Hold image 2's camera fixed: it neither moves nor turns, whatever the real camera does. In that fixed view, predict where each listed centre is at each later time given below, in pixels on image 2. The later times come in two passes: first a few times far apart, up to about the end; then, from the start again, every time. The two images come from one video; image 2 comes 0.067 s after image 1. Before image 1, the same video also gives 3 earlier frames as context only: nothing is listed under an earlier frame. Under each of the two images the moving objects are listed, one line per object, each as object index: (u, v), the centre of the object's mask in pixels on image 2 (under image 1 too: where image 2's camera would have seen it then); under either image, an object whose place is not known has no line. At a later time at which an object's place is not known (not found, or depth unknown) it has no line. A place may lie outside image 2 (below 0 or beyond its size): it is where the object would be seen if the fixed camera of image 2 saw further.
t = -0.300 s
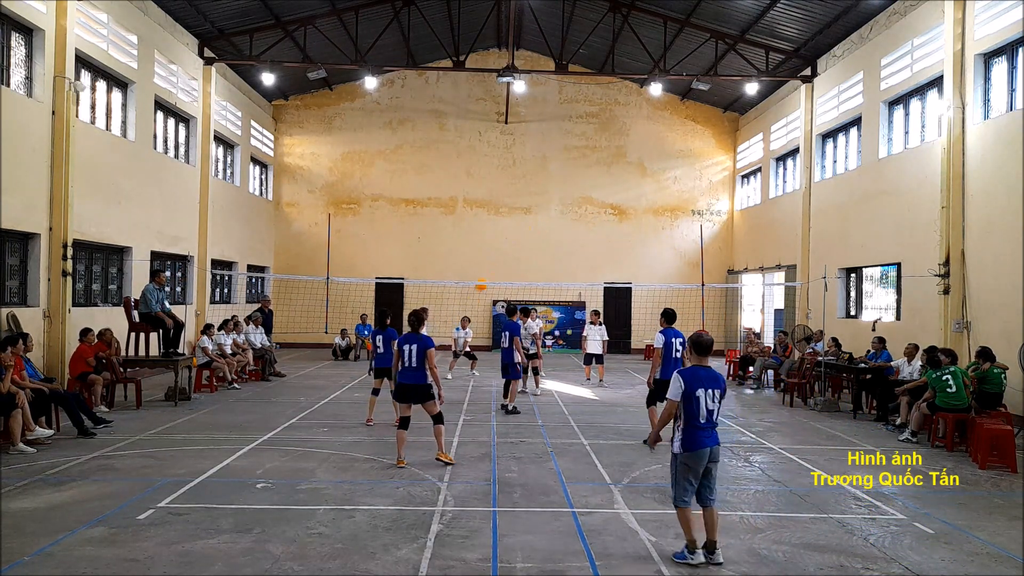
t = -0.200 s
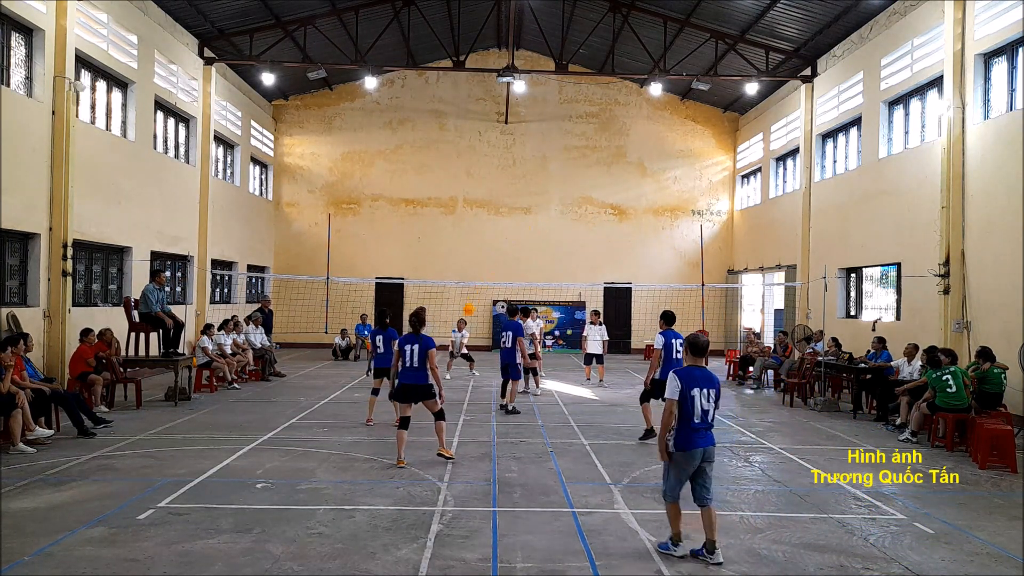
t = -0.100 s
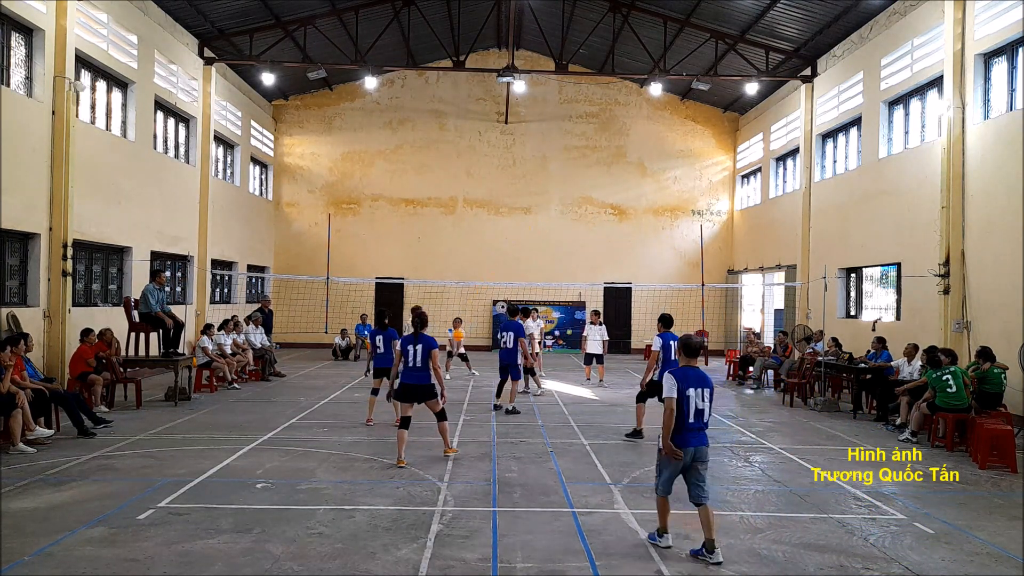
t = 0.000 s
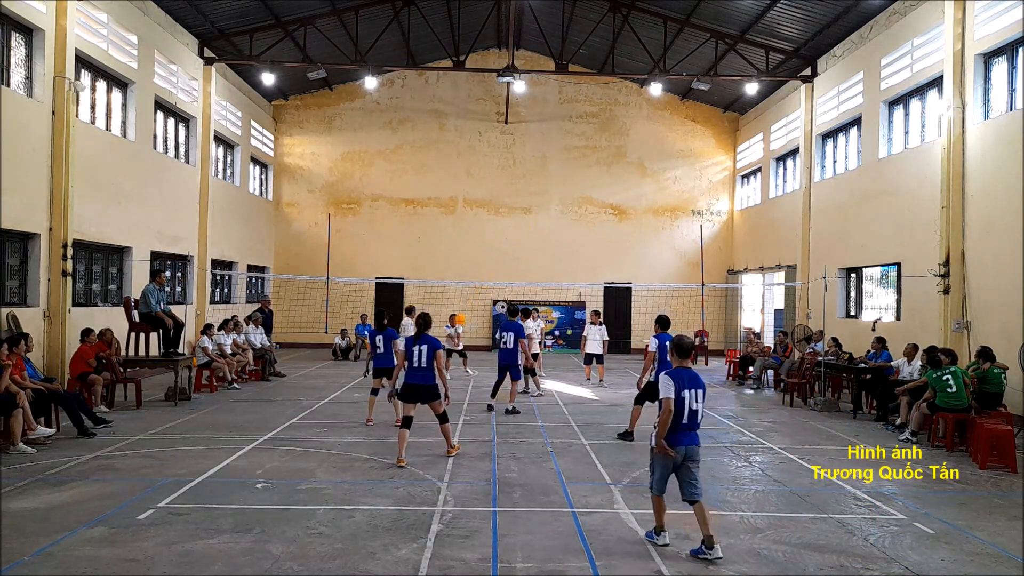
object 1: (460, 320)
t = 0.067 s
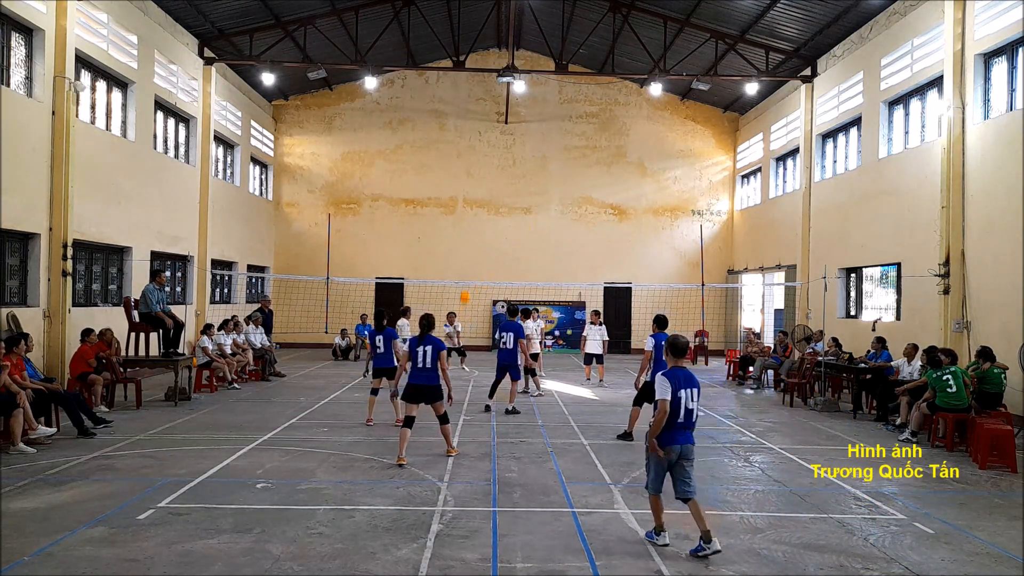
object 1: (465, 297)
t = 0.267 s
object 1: (478, 237)
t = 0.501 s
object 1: (495, 190)
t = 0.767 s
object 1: (515, 170)
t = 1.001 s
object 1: (535, 194)
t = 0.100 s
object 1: (467, 288)
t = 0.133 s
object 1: (469, 276)
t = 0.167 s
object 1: (471, 265)
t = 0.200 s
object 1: (473, 255)
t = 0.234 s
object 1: (476, 246)
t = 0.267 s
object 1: (478, 237)
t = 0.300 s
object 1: (480, 228)
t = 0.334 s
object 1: (482, 221)
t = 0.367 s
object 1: (485, 213)
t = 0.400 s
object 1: (487, 207)
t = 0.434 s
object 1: (490, 200)
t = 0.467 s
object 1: (492, 195)
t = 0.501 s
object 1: (495, 190)
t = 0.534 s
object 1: (497, 185)
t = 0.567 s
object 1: (499, 181)
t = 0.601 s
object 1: (502, 178)
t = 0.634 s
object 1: (504, 175)
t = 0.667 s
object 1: (507, 173)
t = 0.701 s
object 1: (509, 171)
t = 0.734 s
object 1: (512, 170)
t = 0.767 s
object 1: (515, 170)
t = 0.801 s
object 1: (517, 171)
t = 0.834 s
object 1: (520, 172)
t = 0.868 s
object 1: (523, 175)
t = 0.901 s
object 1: (526, 178)
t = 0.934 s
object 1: (529, 182)
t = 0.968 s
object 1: (532, 188)
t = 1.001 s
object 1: (535, 194)
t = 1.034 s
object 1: (538, 201)
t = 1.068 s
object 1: (541, 209)
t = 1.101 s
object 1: (544, 218)
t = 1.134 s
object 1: (547, 229)
